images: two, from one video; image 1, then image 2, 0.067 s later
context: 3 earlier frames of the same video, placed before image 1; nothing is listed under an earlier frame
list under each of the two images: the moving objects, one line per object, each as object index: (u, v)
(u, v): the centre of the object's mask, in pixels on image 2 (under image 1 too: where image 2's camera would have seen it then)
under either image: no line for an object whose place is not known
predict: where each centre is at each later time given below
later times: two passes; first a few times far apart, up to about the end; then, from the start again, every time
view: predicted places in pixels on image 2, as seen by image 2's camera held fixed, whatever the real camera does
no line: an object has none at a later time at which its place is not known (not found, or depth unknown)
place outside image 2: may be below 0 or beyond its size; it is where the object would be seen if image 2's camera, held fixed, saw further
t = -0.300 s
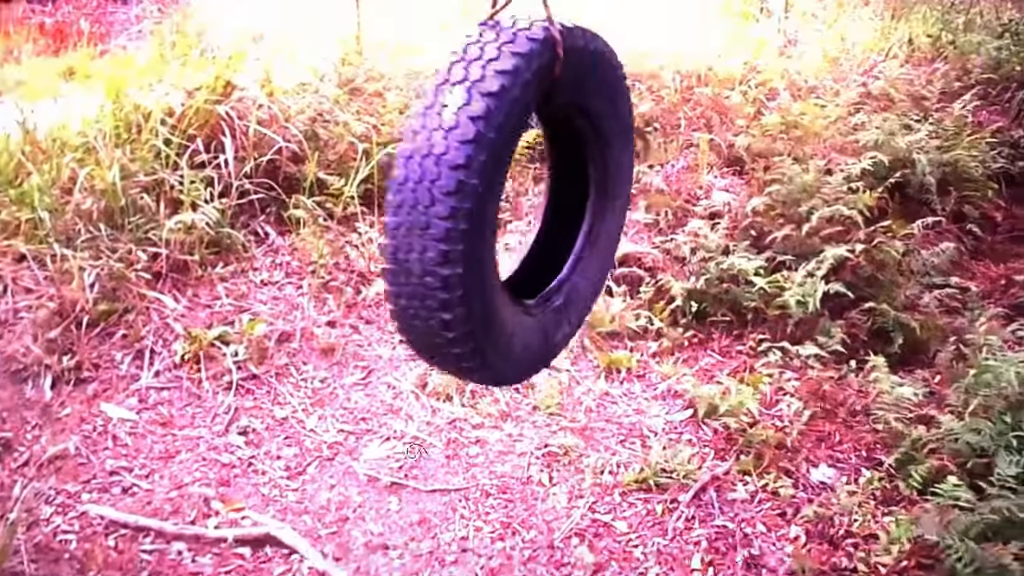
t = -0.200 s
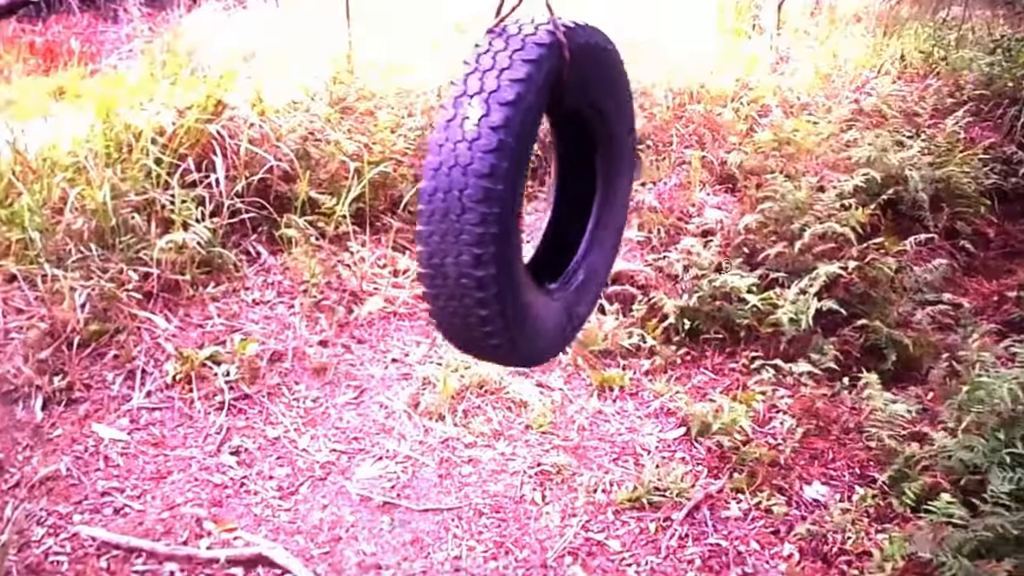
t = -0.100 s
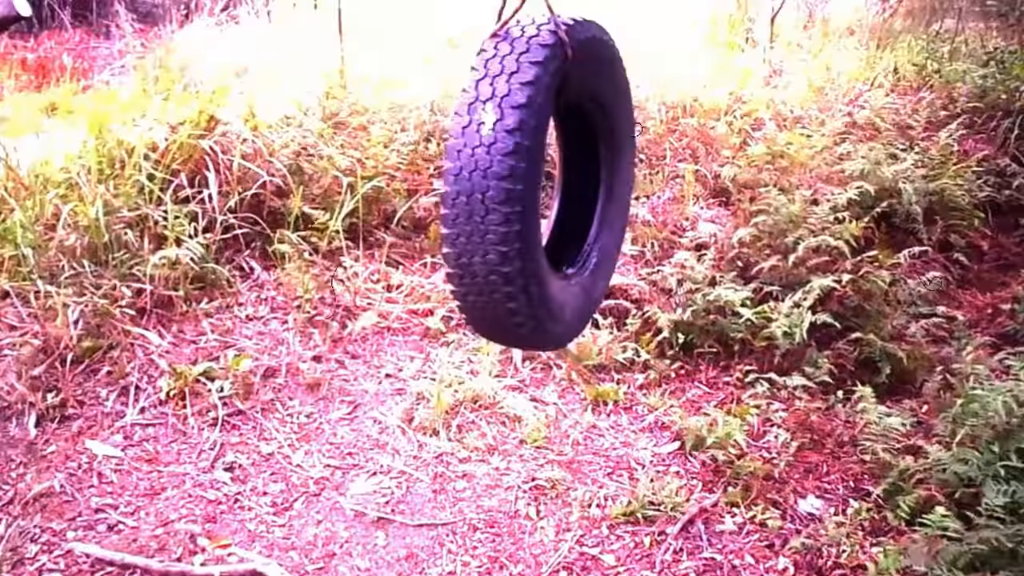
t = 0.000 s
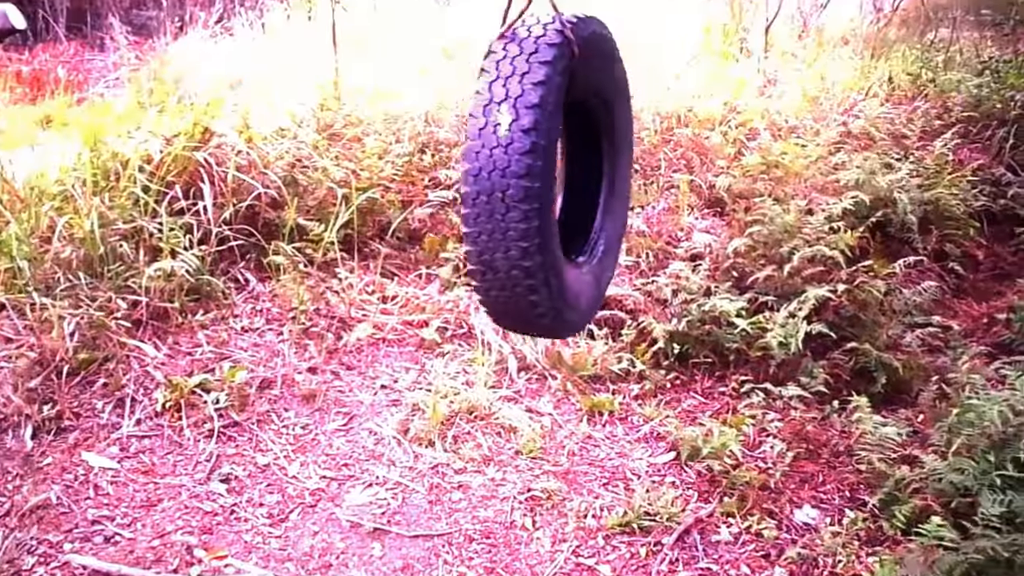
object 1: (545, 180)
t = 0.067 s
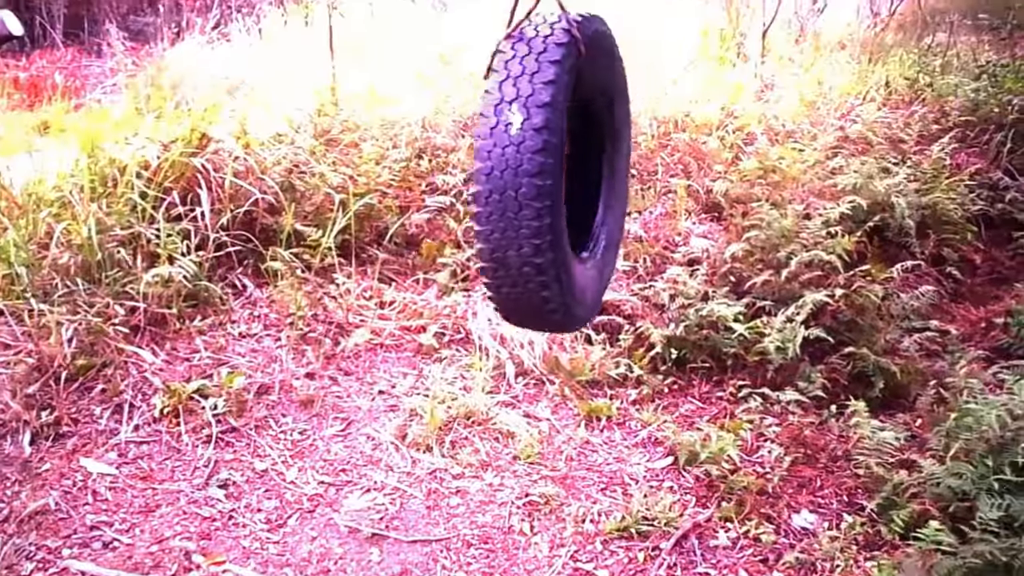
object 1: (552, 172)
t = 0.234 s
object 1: (563, 163)
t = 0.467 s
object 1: (558, 187)
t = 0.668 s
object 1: (536, 234)
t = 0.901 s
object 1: (488, 310)
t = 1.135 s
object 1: (390, 352)
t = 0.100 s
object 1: (556, 168)
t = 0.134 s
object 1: (558, 166)
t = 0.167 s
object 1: (560, 164)
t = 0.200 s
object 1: (562, 163)
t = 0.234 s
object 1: (563, 163)
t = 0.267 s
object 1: (564, 163)
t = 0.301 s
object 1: (565, 164)
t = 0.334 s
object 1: (564, 167)
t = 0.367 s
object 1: (564, 170)
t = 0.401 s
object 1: (562, 174)
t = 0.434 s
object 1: (561, 180)
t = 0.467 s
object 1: (558, 187)
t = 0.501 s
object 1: (556, 193)
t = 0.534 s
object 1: (553, 199)
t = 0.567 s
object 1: (549, 207)
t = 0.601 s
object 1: (545, 215)
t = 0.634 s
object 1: (541, 225)
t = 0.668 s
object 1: (536, 234)
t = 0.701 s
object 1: (531, 245)
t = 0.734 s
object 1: (526, 256)
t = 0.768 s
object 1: (520, 266)
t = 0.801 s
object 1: (514, 277)
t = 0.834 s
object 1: (506, 287)
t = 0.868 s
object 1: (498, 297)
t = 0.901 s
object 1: (488, 310)
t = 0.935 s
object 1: (477, 320)
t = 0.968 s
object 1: (465, 332)
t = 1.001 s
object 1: (452, 342)
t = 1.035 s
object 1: (438, 347)
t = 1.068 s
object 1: (423, 350)
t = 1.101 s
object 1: (407, 351)
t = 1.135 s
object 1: (390, 352)
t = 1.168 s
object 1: (372, 352)
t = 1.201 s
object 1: (354, 352)
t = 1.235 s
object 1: (334, 352)
